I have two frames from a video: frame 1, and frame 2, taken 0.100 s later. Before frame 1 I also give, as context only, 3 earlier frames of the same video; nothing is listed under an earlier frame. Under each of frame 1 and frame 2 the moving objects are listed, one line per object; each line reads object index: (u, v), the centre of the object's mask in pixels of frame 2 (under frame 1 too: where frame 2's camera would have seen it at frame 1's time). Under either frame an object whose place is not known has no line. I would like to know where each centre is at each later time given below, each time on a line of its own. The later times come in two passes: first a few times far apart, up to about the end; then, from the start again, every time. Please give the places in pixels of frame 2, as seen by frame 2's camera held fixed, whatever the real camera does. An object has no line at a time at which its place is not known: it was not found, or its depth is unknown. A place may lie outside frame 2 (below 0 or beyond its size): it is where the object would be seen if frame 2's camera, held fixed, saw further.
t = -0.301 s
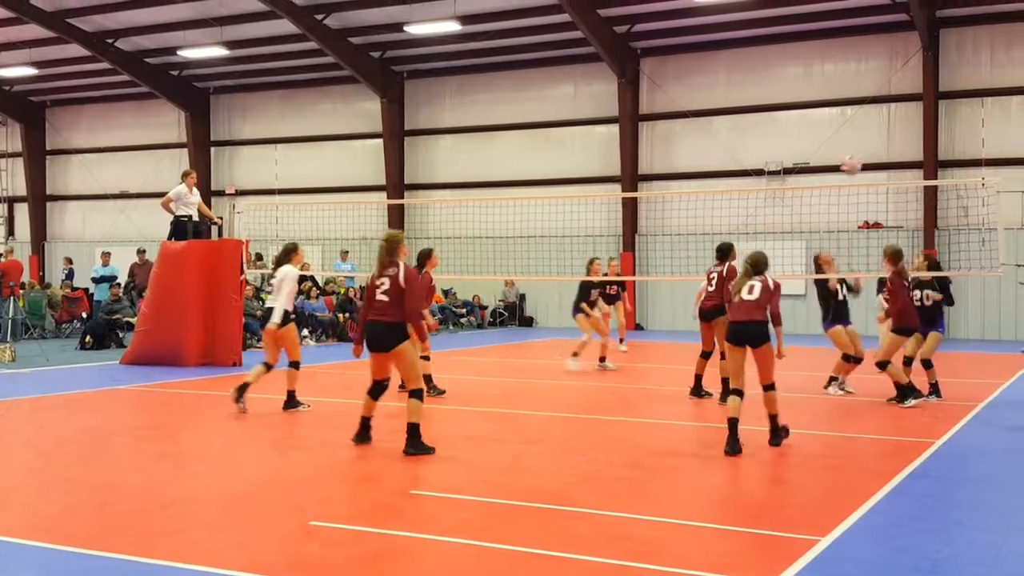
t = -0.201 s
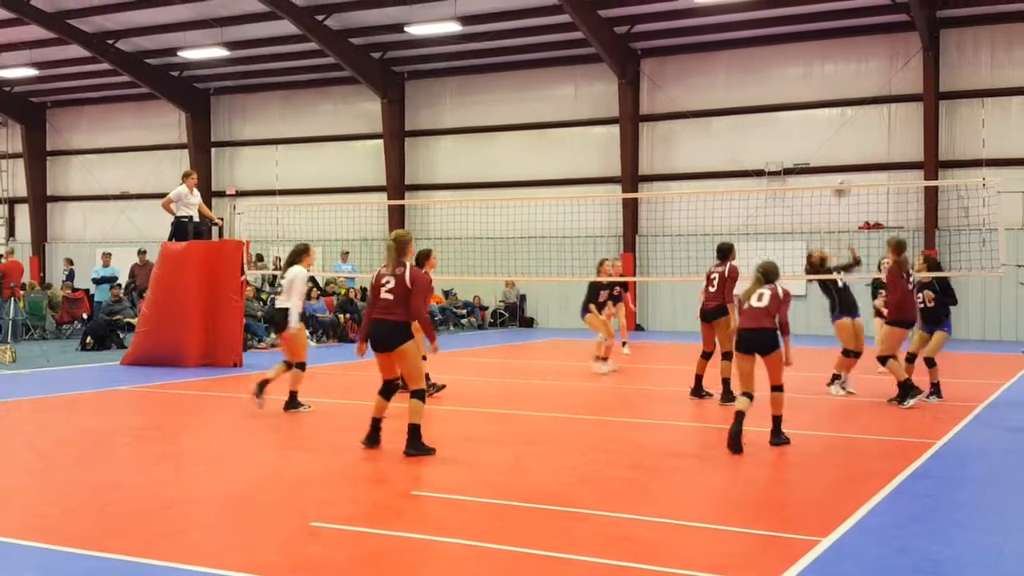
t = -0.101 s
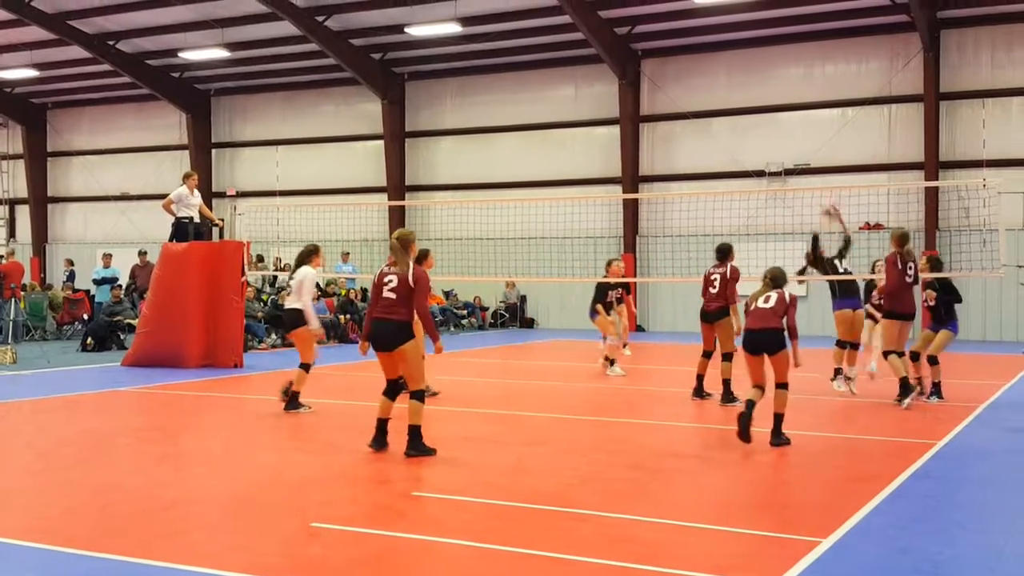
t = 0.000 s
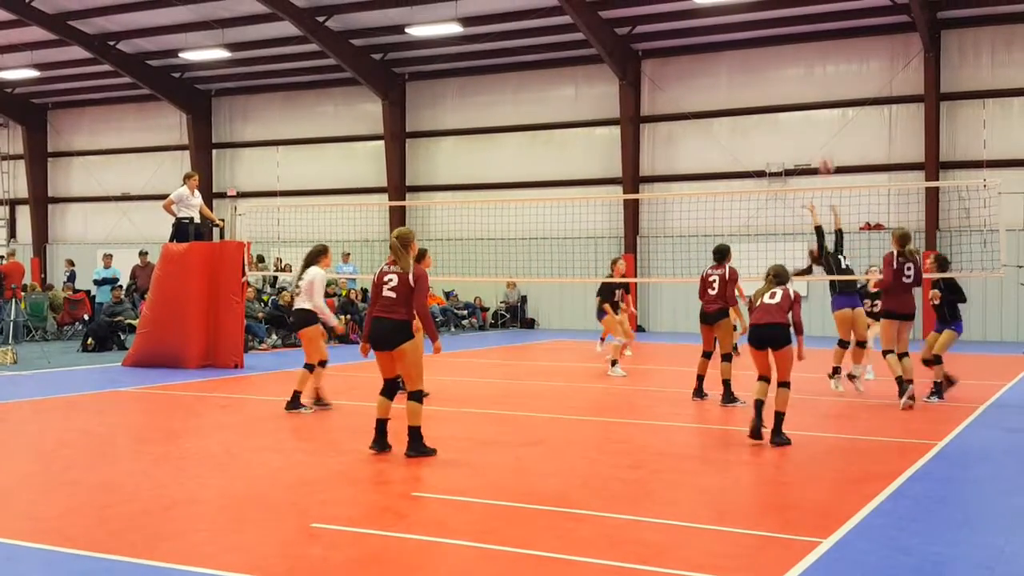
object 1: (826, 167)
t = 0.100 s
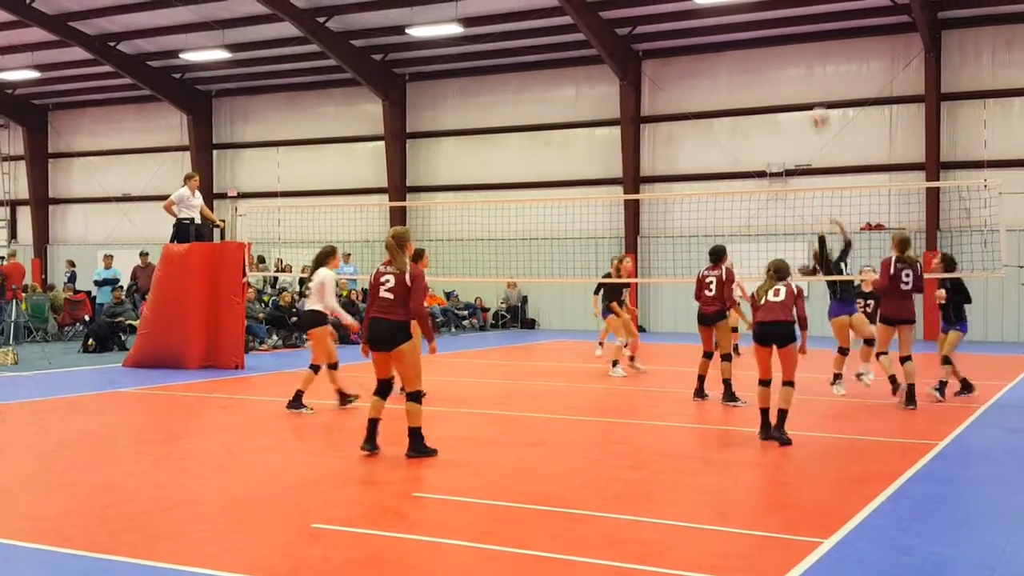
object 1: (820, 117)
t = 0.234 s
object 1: (812, 76)
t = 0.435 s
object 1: (799, 44)
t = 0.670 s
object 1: (784, 49)
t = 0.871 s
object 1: (770, 90)
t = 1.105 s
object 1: (753, 178)
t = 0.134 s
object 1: (818, 107)
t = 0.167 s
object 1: (816, 97)
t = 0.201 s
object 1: (814, 85)
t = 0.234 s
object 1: (812, 76)
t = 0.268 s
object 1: (810, 67)
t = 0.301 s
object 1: (808, 61)
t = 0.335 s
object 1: (806, 55)
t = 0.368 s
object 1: (803, 51)
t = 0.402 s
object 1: (801, 46)
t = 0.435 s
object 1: (799, 44)
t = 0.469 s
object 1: (797, 43)
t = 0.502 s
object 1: (795, 41)
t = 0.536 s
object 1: (793, 42)
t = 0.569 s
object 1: (790, 42)
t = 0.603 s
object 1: (788, 43)
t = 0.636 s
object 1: (786, 45)
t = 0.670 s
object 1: (784, 49)
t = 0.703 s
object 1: (782, 54)
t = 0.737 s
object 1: (778, 59)
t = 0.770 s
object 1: (777, 66)
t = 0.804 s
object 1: (774, 73)
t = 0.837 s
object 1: (772, 82)
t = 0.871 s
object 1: (770, 90)
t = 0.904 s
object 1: (766, 104)
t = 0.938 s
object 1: (765, 113)
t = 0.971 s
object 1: (762, 123)
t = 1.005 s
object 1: (760, 139)
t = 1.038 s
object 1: (759, 152)
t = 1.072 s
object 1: (756, 169)
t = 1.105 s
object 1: (753, 178)
